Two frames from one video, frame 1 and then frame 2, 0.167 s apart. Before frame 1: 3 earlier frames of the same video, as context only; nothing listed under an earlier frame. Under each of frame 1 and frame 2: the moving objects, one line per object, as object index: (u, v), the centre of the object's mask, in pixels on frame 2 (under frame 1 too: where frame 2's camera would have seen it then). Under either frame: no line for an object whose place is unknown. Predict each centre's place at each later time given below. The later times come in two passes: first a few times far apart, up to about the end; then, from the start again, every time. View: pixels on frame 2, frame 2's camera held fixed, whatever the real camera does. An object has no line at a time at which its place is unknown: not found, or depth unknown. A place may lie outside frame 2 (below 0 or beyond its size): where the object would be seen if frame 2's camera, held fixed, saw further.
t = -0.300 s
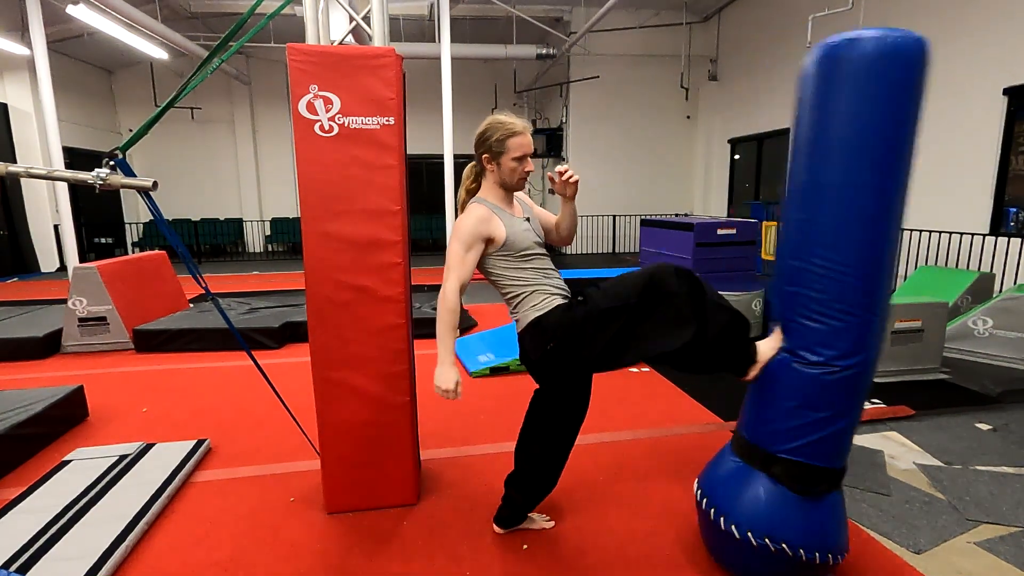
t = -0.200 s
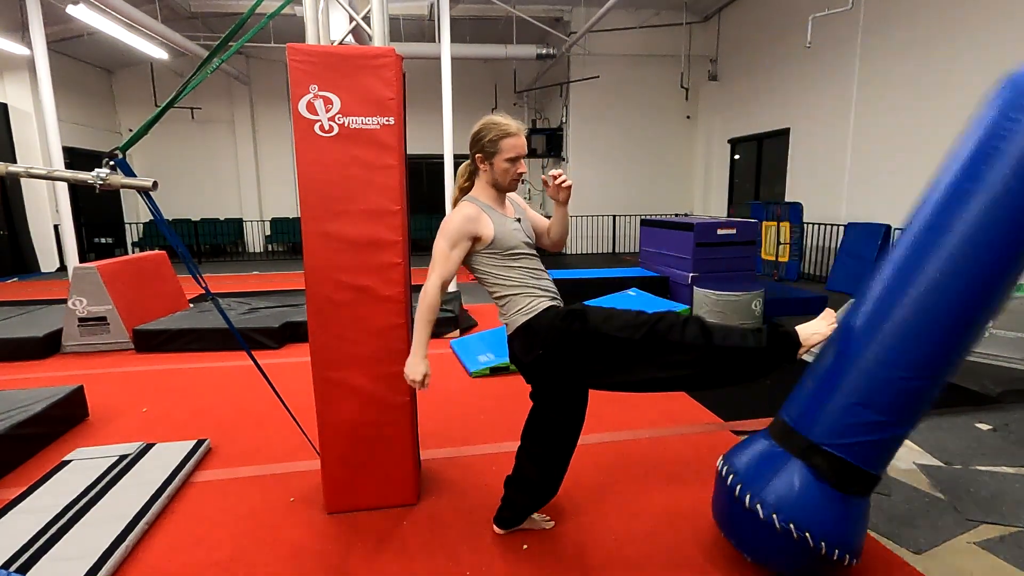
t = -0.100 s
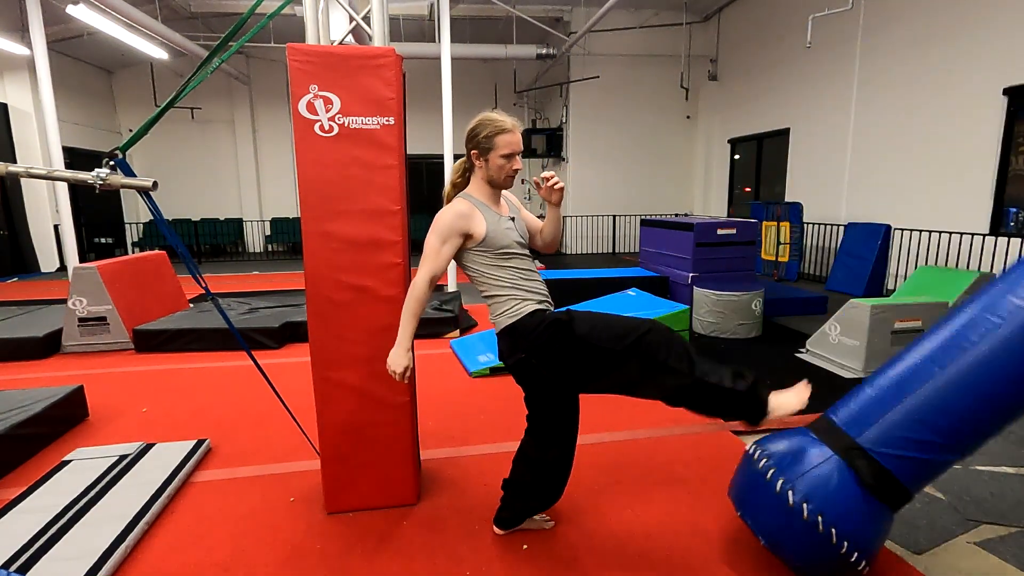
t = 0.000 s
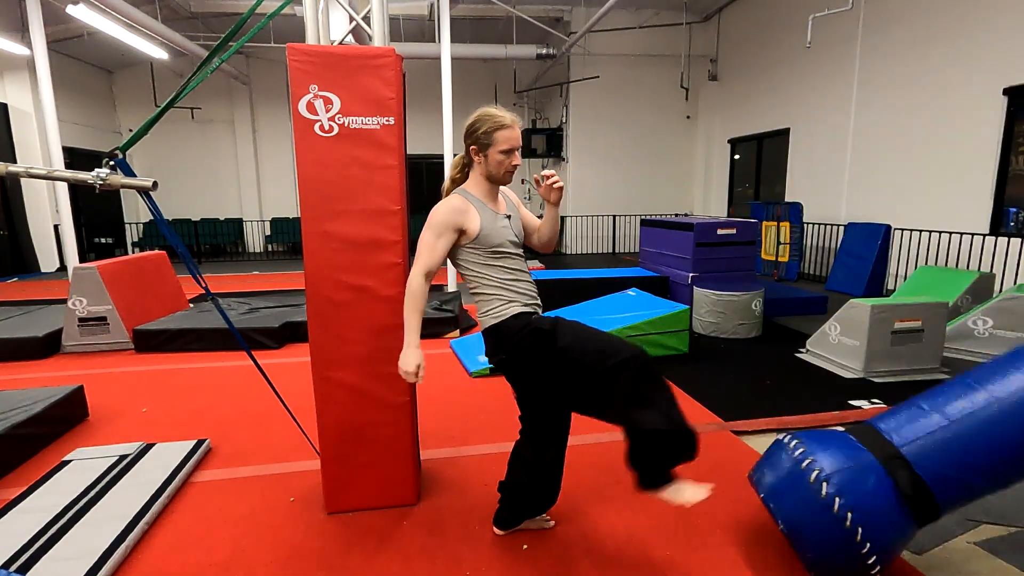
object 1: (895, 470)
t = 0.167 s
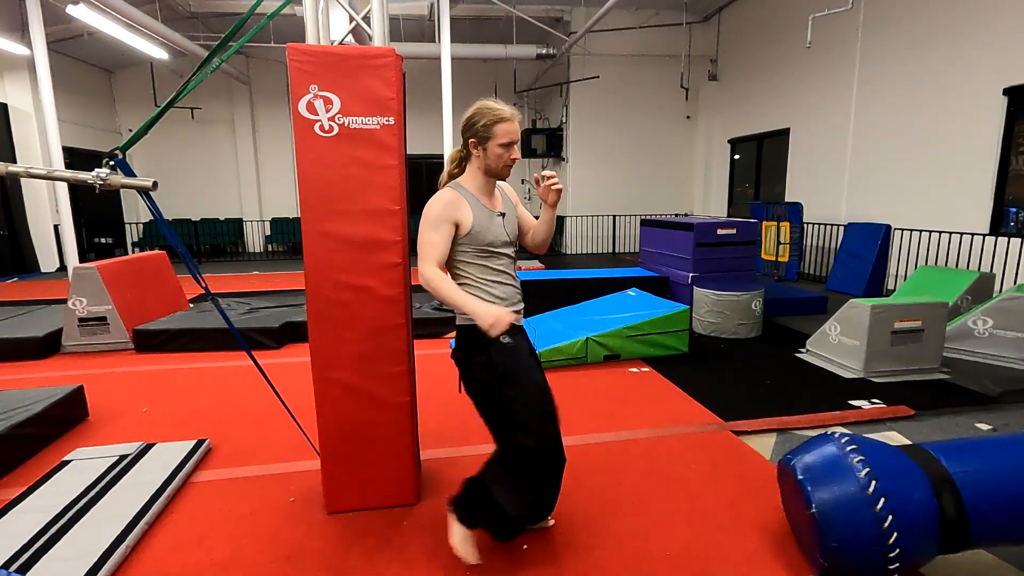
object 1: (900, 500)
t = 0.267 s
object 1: (905, 510)
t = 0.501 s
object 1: (909, 512)
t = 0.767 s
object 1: (906, 507)
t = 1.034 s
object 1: (902, 490)
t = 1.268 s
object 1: (895, 463)
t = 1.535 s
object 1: (885, 383)
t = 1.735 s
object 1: (787, 315)
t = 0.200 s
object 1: (902, 504)
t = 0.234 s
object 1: (903, 507)
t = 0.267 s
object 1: (905, 510)
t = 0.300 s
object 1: (907, 512)
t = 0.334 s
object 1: (908, 512)
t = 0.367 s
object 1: (910, 511)
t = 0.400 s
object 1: (910, 512)
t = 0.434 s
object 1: (910, 512)
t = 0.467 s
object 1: (910, 512)
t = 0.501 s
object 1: (909, 512)
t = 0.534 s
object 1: (909, 512)
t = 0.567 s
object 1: (908, 512)
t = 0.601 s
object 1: (908, 512)
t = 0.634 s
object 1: (907, 511)
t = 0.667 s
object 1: (907, 510)
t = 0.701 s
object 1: (907, 509)
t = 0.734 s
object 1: (907, 508)
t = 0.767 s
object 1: (906, 507)
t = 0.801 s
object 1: (906, 506)
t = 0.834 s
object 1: (905, 504)
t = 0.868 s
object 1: (904, 502)
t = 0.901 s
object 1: (904, 500)
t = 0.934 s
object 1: (903, 498)
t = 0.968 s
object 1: (903, 495)
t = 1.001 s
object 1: (902, 493)
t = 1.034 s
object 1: (902, 490)
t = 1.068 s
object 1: (902, 486)
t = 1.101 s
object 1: (901, 483)
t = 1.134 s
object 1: (899, 480)
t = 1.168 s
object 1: (898, 476)
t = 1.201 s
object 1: (897, 472)
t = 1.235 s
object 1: (896, 468)
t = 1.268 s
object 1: (895, 463)
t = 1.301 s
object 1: (894, 458)
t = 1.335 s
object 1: (893, 452)
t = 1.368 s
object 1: (891, 445)
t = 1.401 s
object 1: (890, 437)
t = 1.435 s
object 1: (889, 428)
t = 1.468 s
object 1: (887, 416)
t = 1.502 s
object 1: (887, 402)
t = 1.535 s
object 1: (885, 383)
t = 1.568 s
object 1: (884, 359)
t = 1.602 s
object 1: (879, 336)
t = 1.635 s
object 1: (867, 318)
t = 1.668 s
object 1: (843, 315)
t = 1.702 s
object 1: (815, 314)
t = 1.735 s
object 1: (787, 315)
